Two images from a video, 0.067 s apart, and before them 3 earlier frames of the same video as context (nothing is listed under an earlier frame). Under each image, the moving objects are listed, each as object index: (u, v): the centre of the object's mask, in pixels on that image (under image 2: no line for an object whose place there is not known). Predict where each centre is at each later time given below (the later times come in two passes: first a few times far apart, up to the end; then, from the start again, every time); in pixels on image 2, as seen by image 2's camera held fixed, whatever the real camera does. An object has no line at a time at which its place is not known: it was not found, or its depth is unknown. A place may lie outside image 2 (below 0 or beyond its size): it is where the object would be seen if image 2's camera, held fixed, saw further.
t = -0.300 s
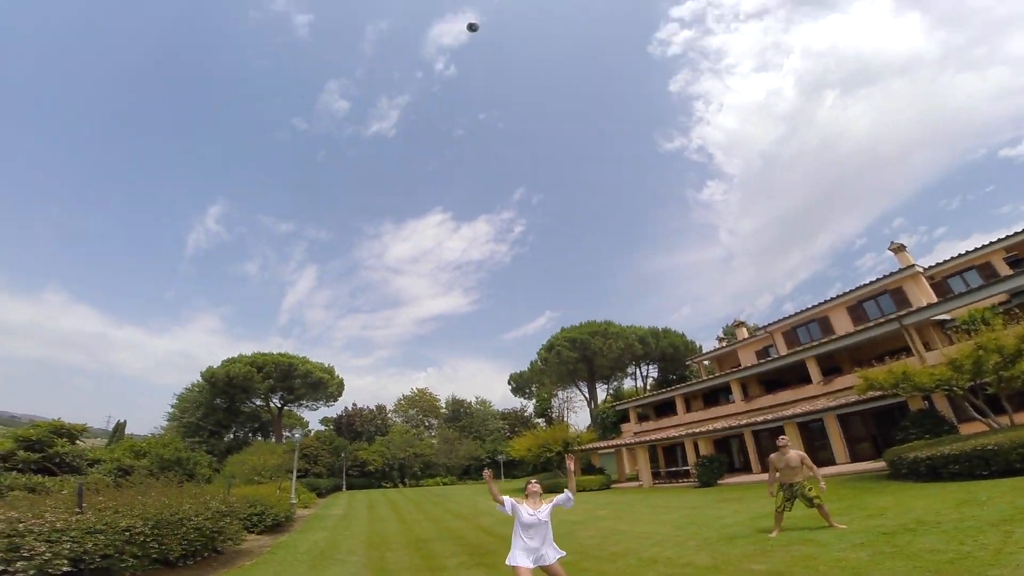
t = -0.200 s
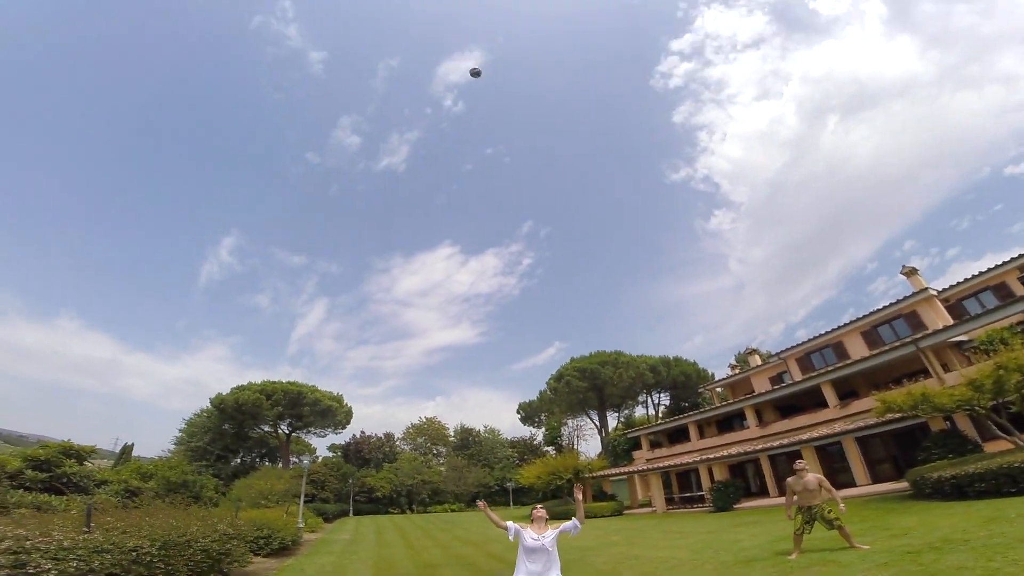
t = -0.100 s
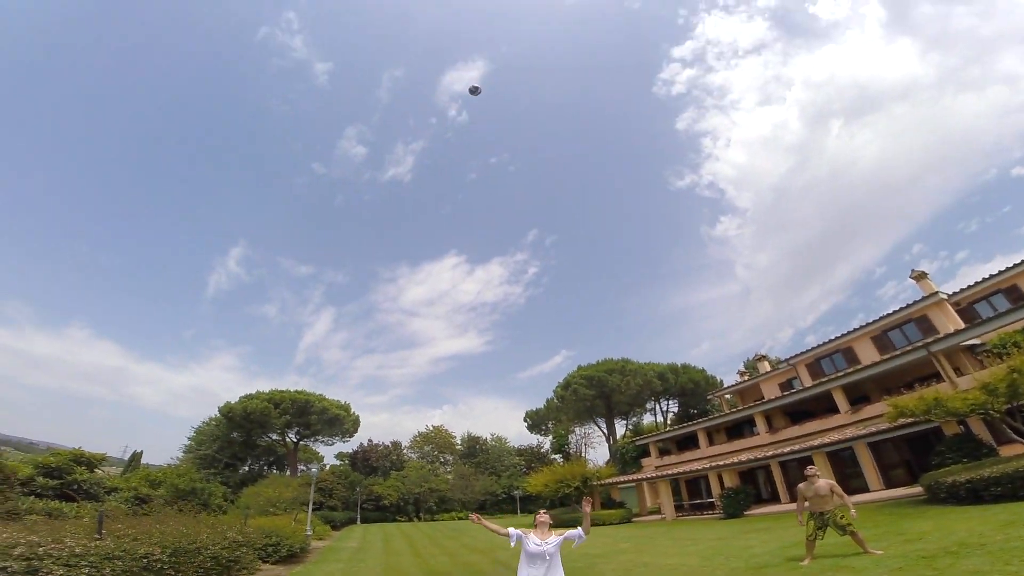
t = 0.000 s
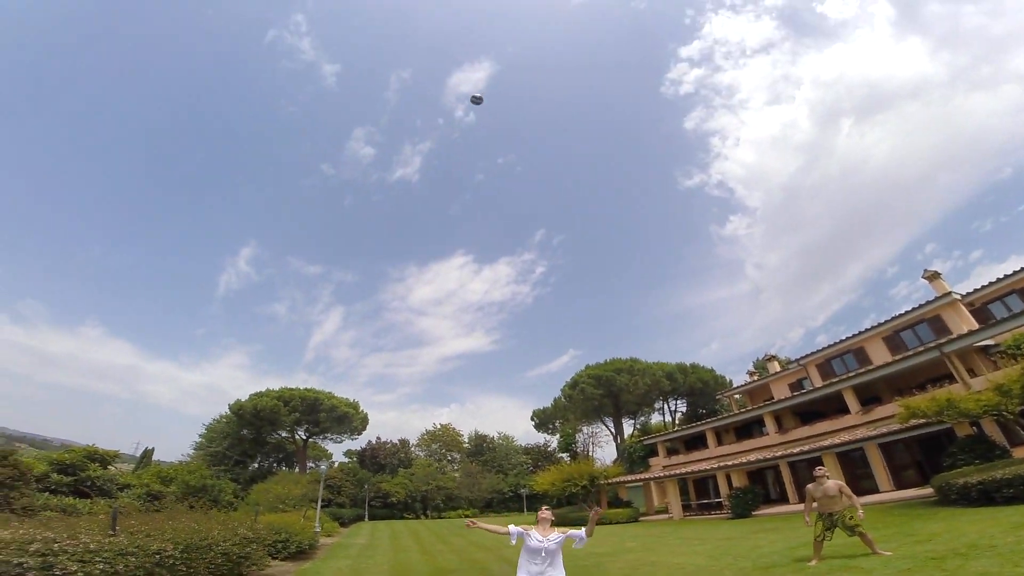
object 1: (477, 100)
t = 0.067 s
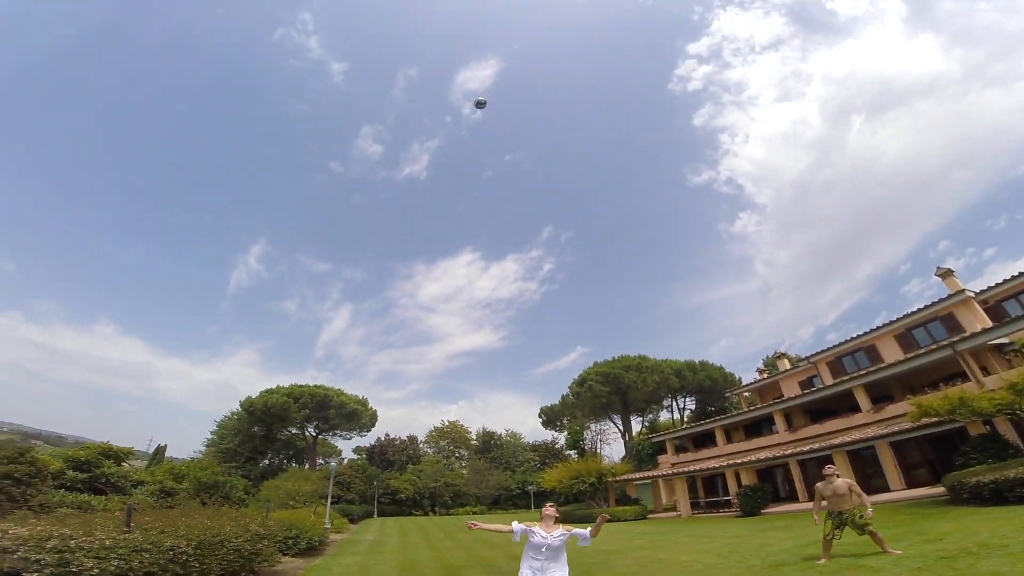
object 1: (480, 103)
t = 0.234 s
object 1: (472, 122)
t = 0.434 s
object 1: (459, 144)
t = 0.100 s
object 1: (477, 106)
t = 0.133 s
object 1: (475, 110)
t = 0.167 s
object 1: (474, 113)
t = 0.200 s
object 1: (473, 118)
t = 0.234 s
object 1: (472, 122)
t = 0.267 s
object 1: (471, 126)
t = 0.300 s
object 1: (470, 130)
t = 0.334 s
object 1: (468, 133)
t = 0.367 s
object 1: (466, 137)
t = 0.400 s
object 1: (463, 140)
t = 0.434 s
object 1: (459, 144)
